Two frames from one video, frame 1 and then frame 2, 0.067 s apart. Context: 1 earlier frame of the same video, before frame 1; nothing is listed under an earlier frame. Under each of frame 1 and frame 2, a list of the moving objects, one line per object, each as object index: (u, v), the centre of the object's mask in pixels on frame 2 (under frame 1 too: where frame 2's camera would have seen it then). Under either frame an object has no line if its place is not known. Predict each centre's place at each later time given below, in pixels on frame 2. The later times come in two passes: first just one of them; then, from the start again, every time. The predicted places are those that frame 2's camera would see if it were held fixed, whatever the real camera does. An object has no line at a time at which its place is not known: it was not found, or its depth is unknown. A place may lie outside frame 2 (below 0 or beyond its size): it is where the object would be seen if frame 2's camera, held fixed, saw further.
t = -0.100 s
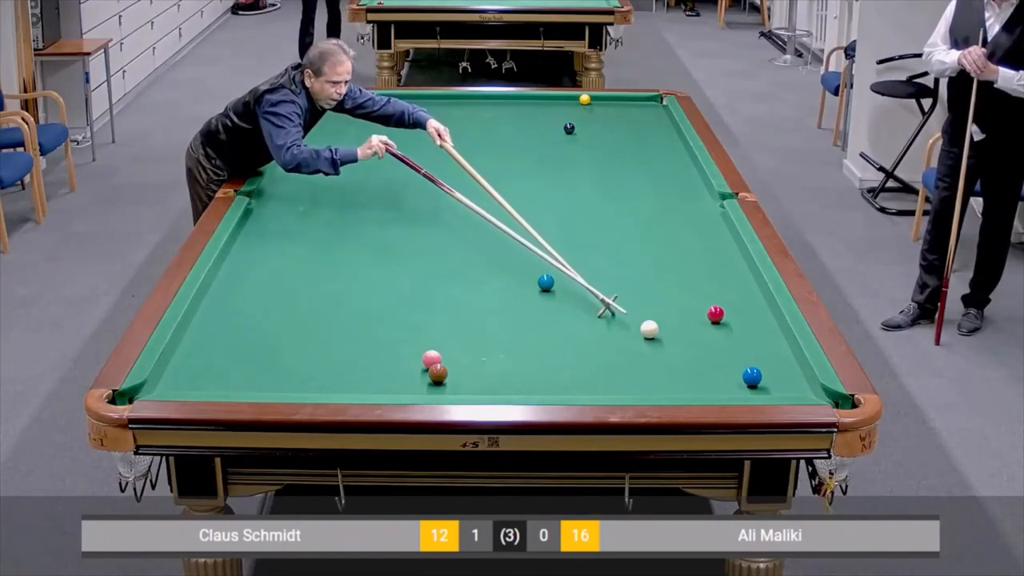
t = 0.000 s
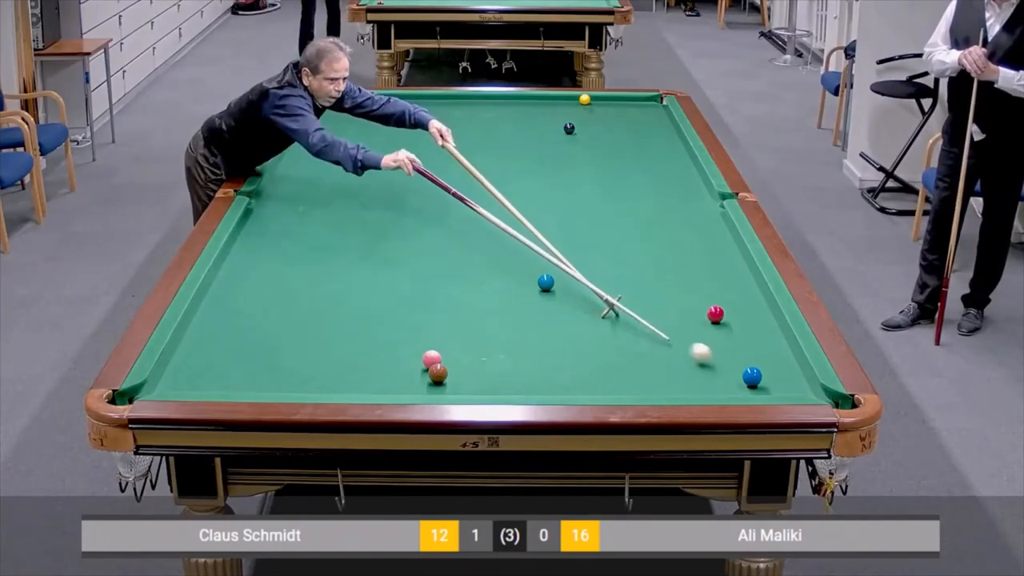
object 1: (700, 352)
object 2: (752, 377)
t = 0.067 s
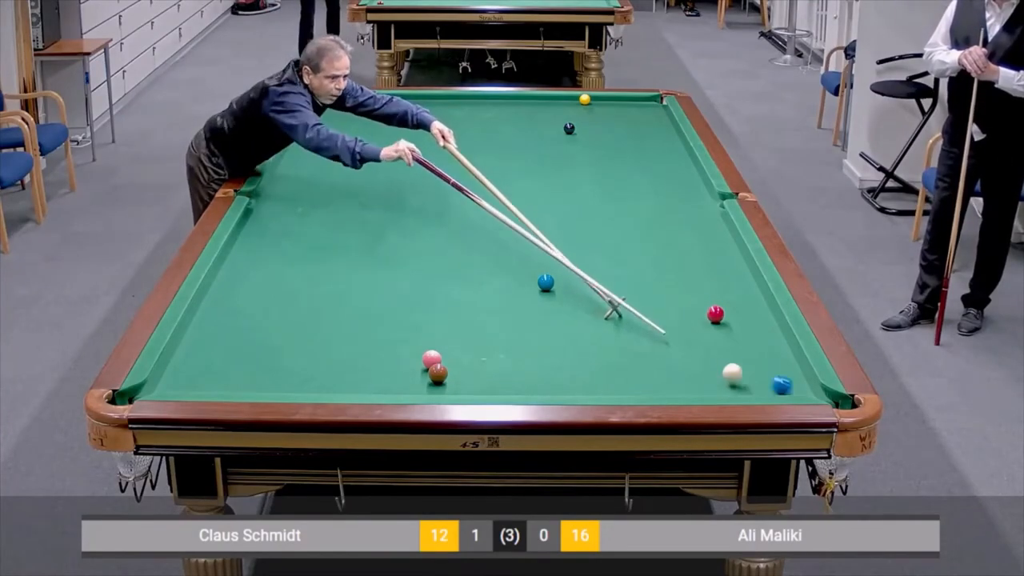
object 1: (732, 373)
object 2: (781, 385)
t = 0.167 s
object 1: (721, 385)
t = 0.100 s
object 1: (728, 380)
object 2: (817, 394)
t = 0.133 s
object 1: (725, 382)
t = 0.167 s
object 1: (721, 385)
